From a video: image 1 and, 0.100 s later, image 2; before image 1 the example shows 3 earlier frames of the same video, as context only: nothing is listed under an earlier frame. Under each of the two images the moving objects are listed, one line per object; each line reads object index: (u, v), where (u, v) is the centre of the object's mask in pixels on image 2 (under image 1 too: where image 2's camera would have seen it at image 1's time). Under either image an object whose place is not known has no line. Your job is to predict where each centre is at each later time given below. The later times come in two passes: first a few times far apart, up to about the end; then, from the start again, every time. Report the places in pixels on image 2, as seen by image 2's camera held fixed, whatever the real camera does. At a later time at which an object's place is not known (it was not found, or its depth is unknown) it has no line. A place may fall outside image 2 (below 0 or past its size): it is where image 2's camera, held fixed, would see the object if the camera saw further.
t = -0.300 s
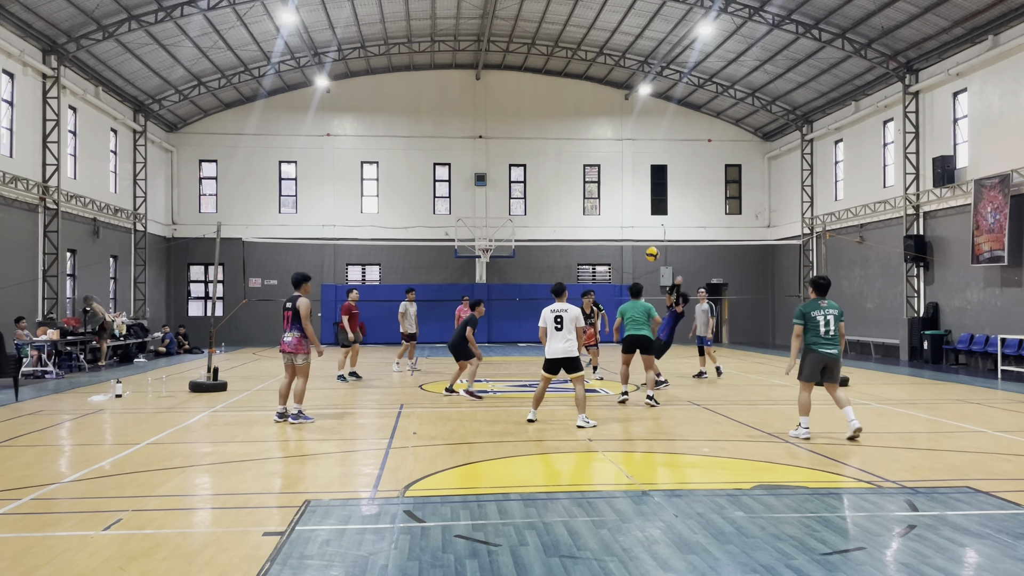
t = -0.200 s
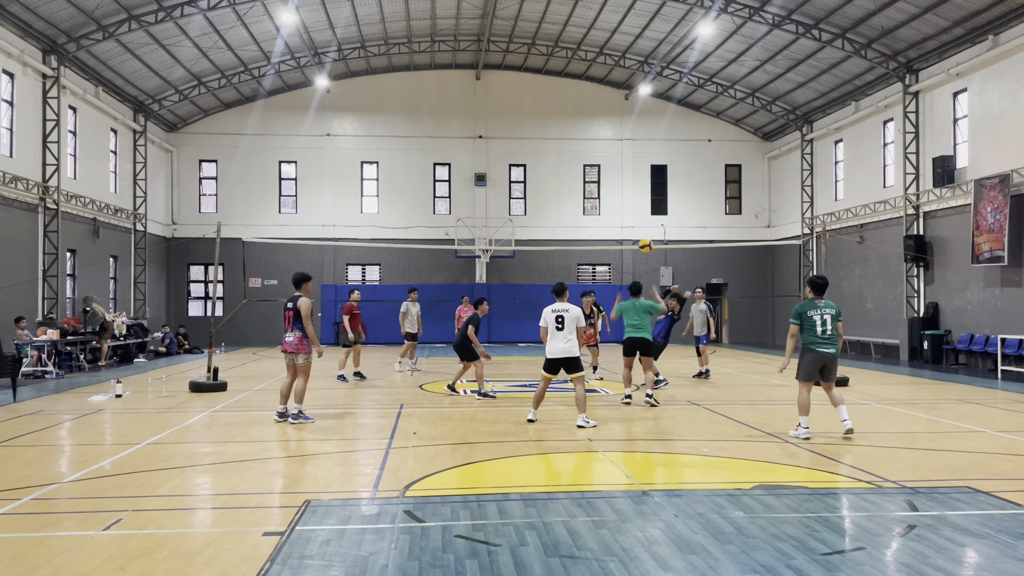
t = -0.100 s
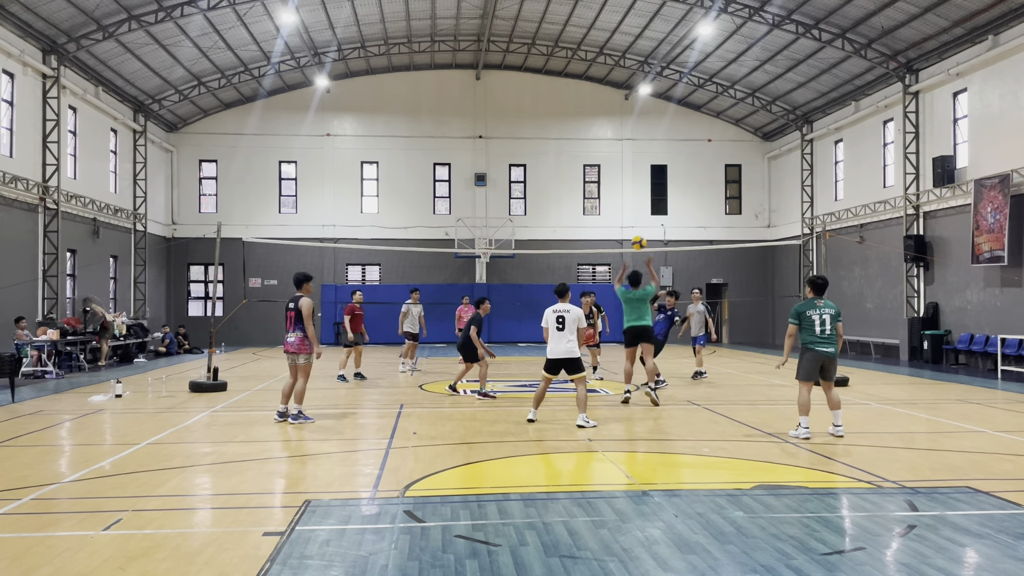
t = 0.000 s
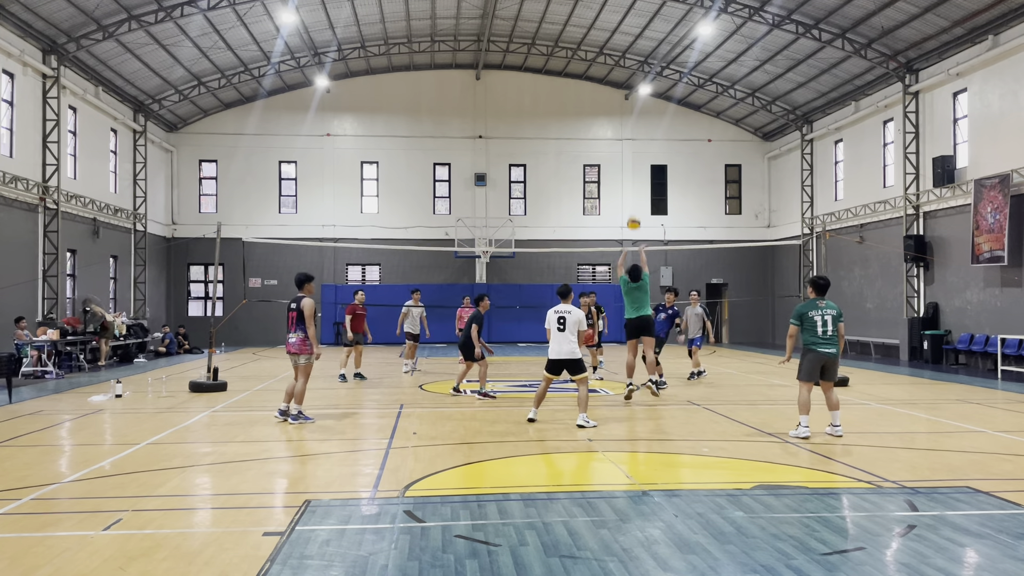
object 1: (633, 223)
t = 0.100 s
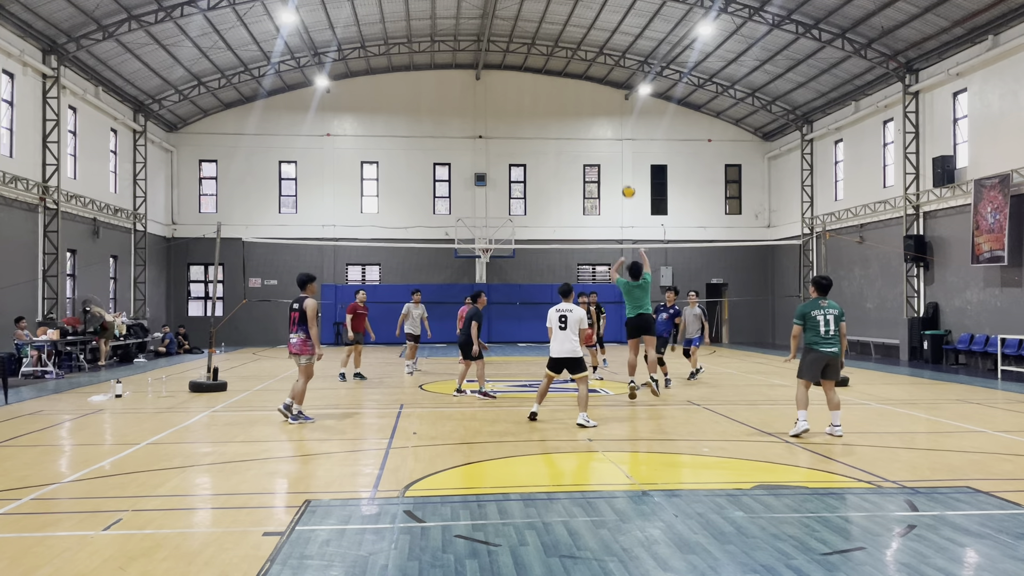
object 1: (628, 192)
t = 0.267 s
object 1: (621, 158)
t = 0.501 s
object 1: (612, 142)
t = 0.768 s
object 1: (602, 158)
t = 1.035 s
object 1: (593, 204)
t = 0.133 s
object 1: (627, 183)
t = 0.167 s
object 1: (625, 176)
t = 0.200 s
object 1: (623, 169)
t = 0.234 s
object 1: (622, 163)
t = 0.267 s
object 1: (621, 158)
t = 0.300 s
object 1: (619, 153)
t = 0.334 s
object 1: (618, 150)
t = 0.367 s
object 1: (617, 147)
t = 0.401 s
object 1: (616, 145)
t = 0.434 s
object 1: (614, 143)
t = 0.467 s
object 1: (613, 142)
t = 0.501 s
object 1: (612, 142)
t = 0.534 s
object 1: (610, 142)
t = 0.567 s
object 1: (609, 143)
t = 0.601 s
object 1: (608, 144)
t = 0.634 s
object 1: (607, 146)
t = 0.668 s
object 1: (605, 148)
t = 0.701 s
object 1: (604, 151)
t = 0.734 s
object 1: (603, 154)
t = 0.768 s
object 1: (602, 158)
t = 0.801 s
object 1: (601, 163)
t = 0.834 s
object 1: (600, 167)
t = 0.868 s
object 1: (598, 172)
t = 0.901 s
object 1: (597, 178)
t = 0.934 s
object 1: (596, 184)
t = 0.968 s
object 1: (595, 190)
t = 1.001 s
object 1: (594, 196)
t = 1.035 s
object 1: (593, 204)
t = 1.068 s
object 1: (592, 210)
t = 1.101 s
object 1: (590, 219)
